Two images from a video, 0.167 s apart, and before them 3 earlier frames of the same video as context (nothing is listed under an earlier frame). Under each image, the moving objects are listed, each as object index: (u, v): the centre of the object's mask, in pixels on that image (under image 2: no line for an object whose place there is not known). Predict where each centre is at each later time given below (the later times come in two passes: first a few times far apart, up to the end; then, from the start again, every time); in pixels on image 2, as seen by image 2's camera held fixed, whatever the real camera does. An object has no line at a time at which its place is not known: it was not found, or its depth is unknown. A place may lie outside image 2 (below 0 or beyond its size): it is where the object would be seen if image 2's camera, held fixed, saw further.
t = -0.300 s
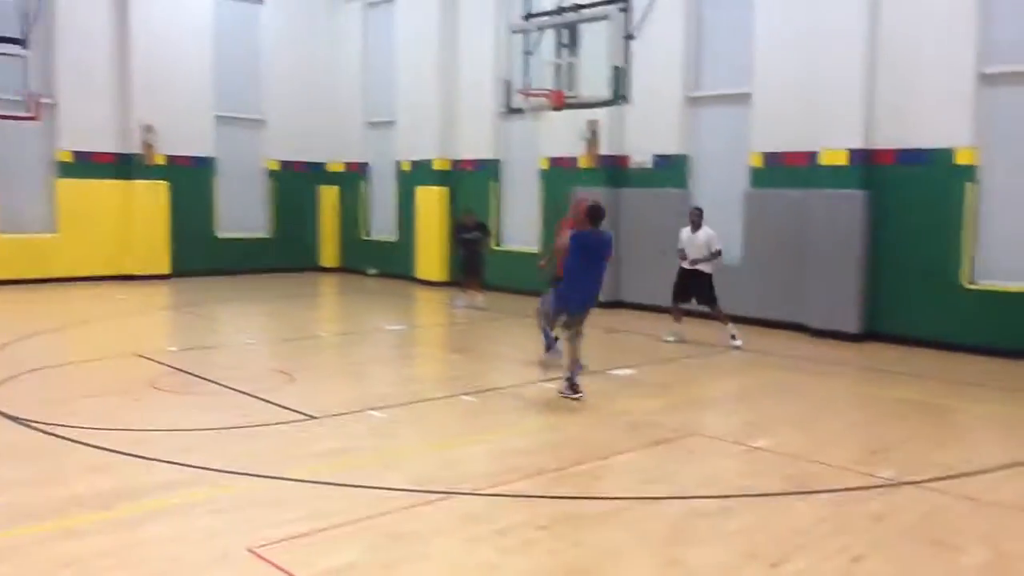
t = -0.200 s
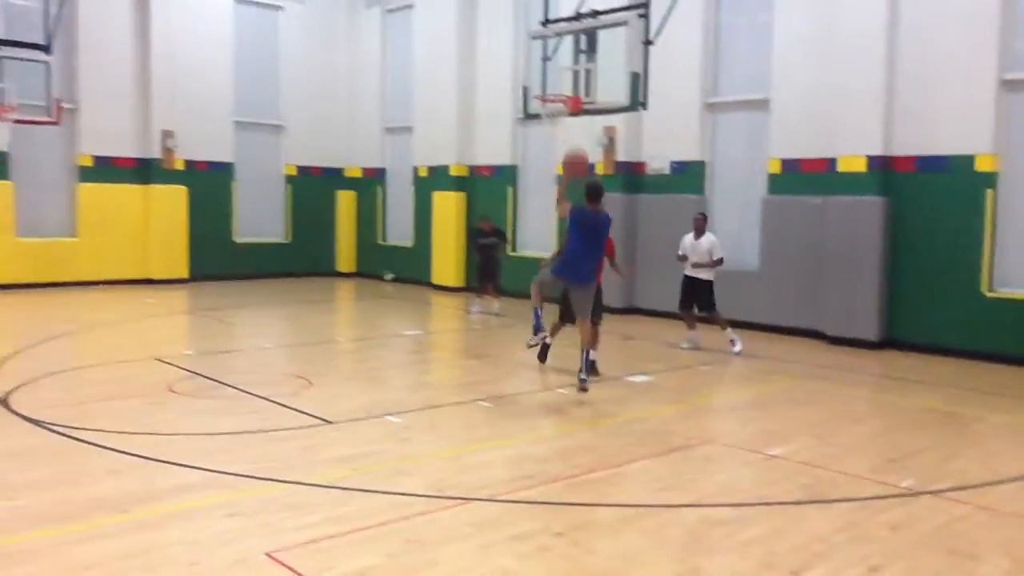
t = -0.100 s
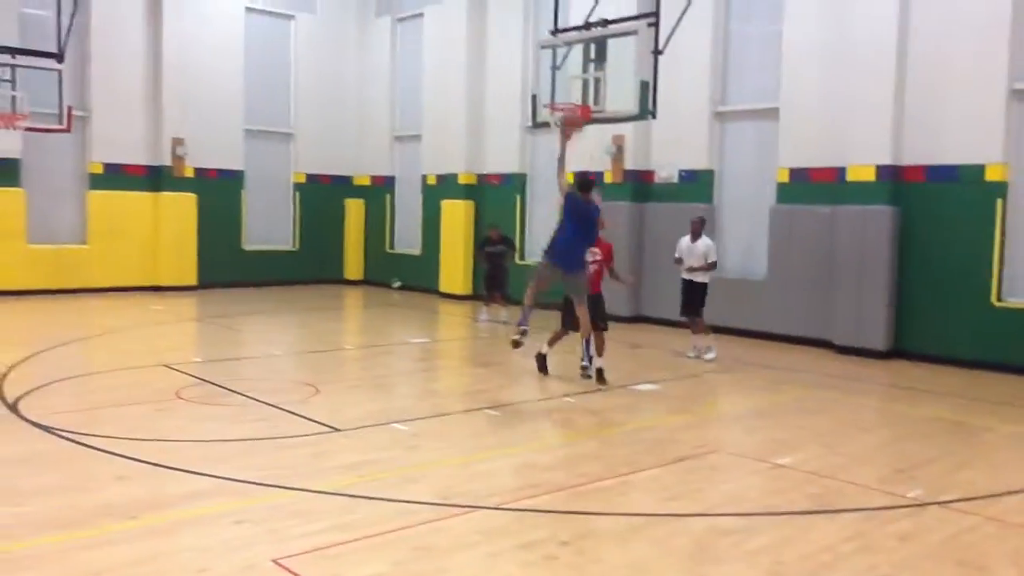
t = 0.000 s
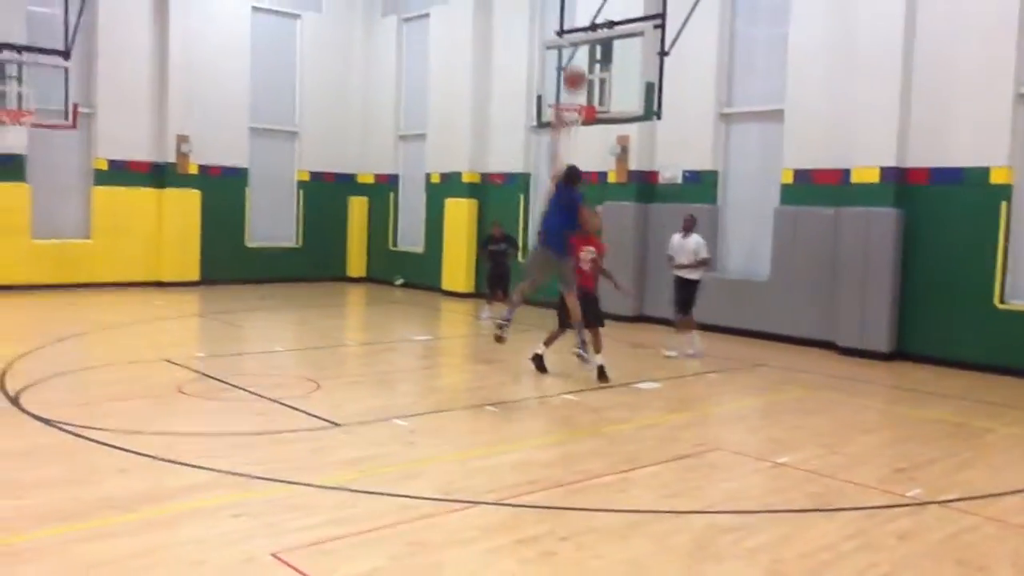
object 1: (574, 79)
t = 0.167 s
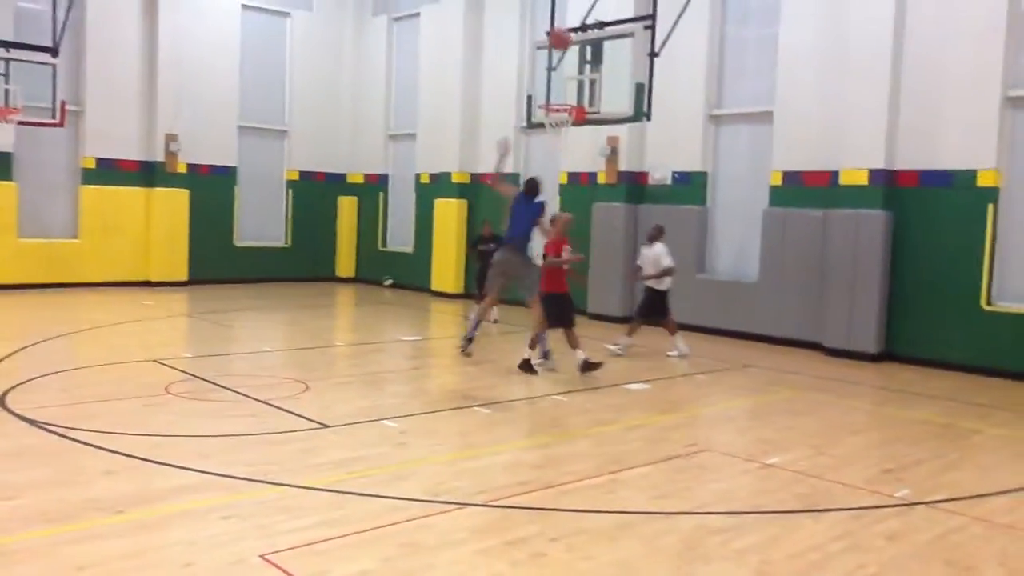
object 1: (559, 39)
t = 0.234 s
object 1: (557, 32)
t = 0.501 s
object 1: (549, 41)
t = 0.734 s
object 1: (539, 98)
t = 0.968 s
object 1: (516, 110)
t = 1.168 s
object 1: (497, 150)
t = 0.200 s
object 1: (558, 35)
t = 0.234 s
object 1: (557, 32)
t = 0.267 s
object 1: (556, 29)
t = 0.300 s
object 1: (555, 28)
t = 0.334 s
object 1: (554, 27)
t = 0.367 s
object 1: (553, 28)
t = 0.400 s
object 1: (552, 31)
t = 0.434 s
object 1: (551, 33)
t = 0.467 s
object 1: (550, 37)
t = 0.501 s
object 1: (549, 41)
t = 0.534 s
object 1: (547, 48)
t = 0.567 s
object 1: (546, 55)
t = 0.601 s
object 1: (546, 61)
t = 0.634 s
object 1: (543, 70)
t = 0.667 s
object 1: (541, 79)
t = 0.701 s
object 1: (540, 88)
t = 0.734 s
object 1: (539, 98)
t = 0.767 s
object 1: (539, 98)
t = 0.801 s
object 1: (533, 98)
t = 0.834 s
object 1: (530, 98)
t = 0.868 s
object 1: (526, 100)
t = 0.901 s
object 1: (523, 102)
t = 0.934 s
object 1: (521, 106)
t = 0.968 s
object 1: (516, 110)
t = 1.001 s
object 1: (513, 114)
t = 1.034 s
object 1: (510, 120)
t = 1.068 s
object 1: (506, 126)
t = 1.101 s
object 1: (503, 133)
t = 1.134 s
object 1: (500, 141)
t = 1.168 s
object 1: (497, 150)
